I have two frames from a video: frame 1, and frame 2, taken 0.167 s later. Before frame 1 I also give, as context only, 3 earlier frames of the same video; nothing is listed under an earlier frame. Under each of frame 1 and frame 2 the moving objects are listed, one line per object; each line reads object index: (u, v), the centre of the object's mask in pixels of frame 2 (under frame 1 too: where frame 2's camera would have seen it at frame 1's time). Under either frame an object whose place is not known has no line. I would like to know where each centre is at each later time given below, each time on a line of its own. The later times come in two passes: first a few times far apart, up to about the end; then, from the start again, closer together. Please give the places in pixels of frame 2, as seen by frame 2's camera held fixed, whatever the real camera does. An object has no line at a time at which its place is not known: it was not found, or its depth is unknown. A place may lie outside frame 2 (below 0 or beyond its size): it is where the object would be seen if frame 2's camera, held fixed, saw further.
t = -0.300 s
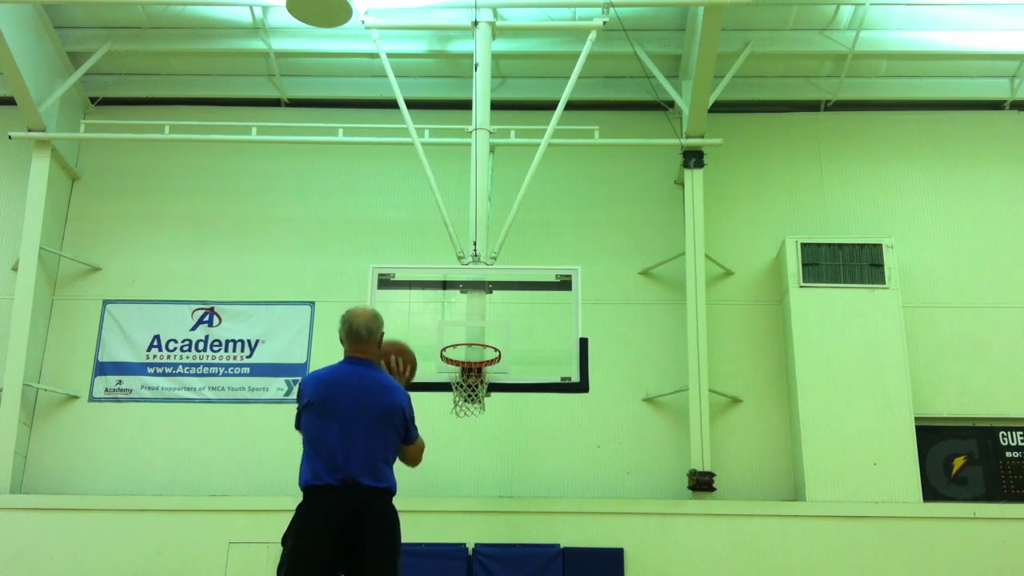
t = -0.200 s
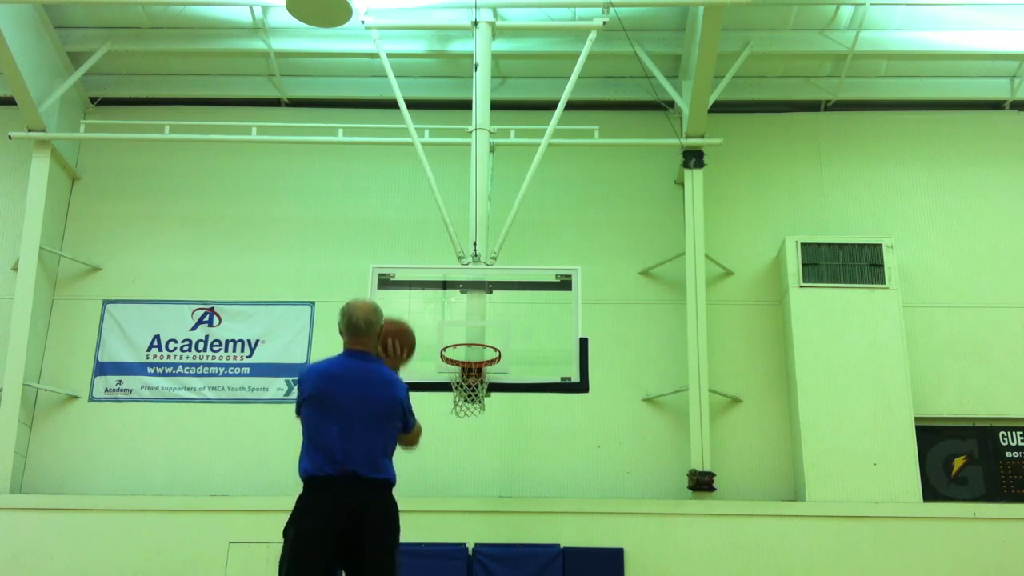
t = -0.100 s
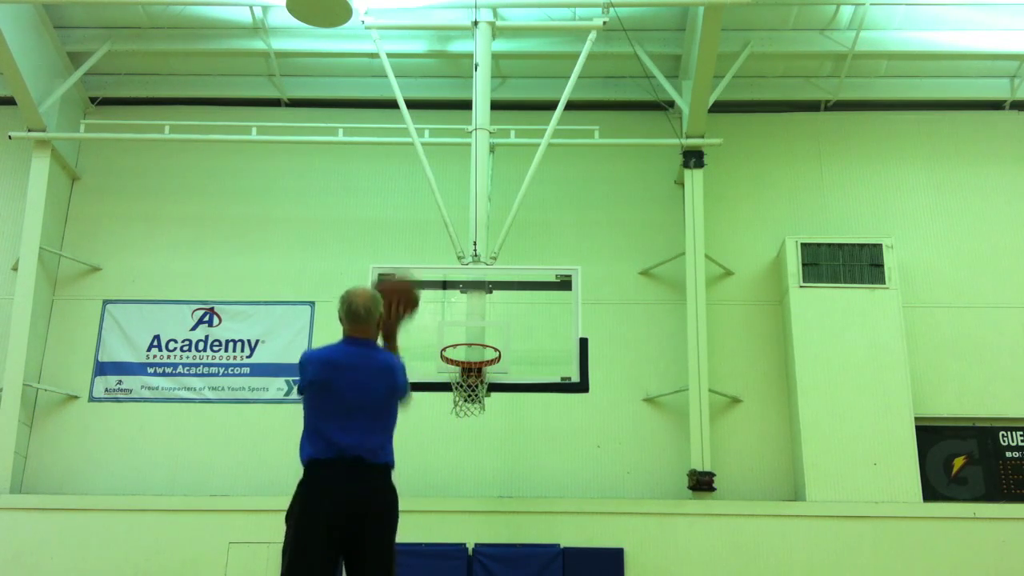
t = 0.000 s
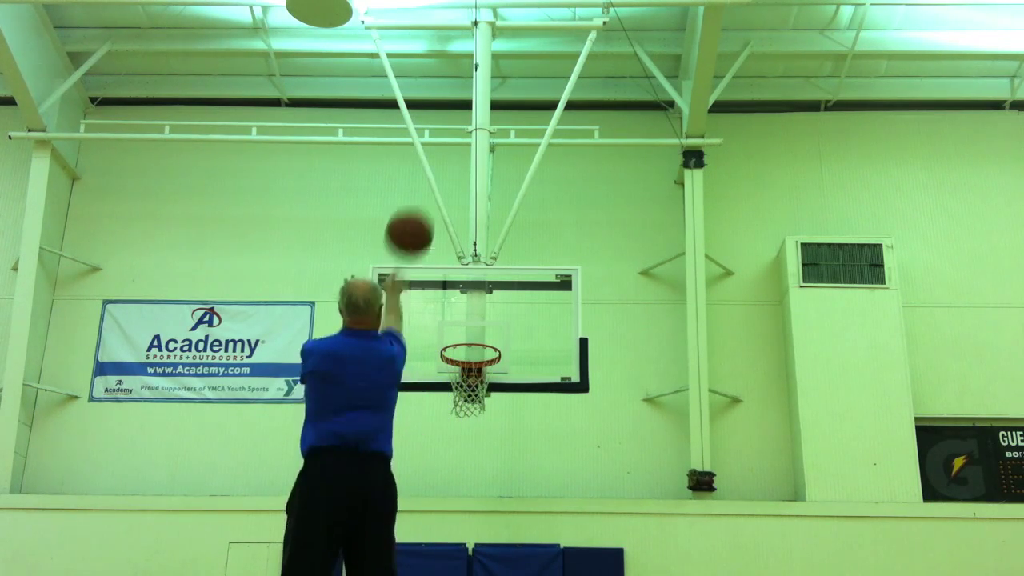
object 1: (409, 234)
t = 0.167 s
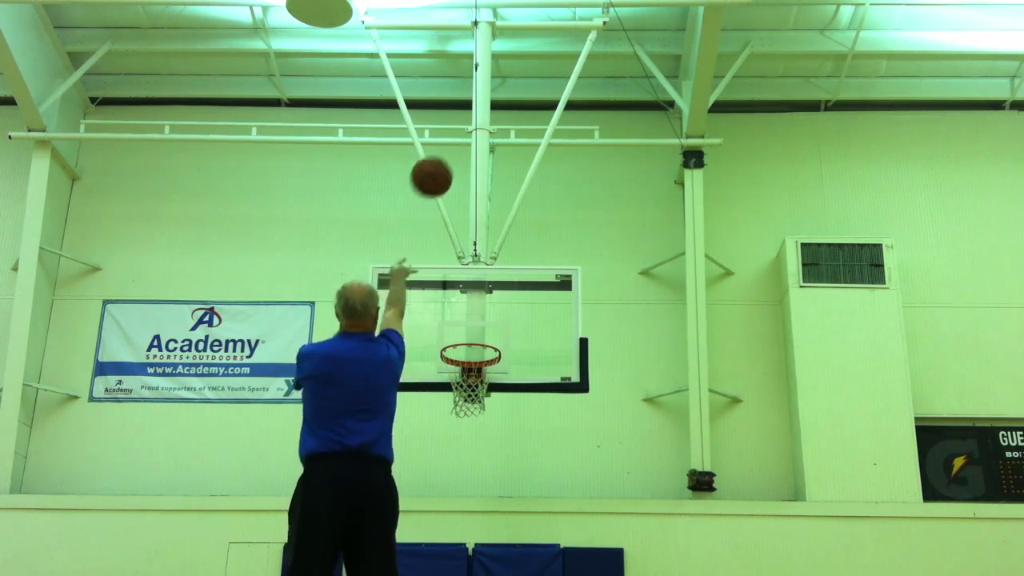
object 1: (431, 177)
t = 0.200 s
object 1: (435, 172)
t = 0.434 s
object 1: (453, 182)
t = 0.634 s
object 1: (464, 238)
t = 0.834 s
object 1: (472, 331)
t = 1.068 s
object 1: (461, 361)
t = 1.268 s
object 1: (459, 370)
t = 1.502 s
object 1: (465, 442)
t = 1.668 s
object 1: (463, 532)
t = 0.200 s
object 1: (435, 172)
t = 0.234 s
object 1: (439, 169)
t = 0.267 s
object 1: (441, 168)
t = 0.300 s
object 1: (444, 168)
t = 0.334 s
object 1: (447, 169)
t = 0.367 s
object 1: (449, 172)
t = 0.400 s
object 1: (452, 176)
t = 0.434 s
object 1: (453, 182)
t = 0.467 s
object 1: (455, 189)
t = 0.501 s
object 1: (457, 196)
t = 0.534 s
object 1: (459, 205)
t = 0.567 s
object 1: (461, 215)
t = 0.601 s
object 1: (463, 226)
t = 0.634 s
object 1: (464, 238)
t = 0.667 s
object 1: (466, 251)
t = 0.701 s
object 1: (467, 264)
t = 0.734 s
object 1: (468, 282)
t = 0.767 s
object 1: (471, 295)
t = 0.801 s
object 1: (471, 314)
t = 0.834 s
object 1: (472, 331)
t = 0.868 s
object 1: (473, 351)
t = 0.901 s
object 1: (472, 362)
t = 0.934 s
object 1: (468, 369)
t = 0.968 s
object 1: (464, 378)
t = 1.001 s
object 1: (462, 375)
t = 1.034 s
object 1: (462, 368)
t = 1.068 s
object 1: (461, 361)
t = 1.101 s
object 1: (461, 358)
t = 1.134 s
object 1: (460, 357)
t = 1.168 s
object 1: (459, 358)
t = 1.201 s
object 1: (459, 360)
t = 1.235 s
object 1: (459, 365)
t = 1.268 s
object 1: (459, 370)
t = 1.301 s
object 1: (460, 374)
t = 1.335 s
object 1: (461, 383)
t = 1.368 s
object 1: (459, 394)
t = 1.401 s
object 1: (460, 405)
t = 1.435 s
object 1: (461, 414)
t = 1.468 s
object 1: (461, 428)
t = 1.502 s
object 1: (465, 442)
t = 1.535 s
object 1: (465, 460)
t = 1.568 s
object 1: (463, 474)
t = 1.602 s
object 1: (463, 492)
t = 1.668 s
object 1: (463, 532)
